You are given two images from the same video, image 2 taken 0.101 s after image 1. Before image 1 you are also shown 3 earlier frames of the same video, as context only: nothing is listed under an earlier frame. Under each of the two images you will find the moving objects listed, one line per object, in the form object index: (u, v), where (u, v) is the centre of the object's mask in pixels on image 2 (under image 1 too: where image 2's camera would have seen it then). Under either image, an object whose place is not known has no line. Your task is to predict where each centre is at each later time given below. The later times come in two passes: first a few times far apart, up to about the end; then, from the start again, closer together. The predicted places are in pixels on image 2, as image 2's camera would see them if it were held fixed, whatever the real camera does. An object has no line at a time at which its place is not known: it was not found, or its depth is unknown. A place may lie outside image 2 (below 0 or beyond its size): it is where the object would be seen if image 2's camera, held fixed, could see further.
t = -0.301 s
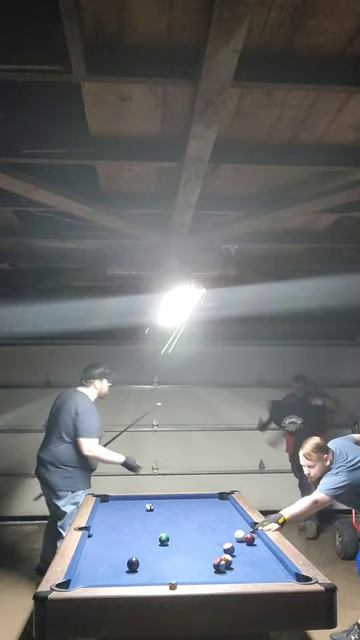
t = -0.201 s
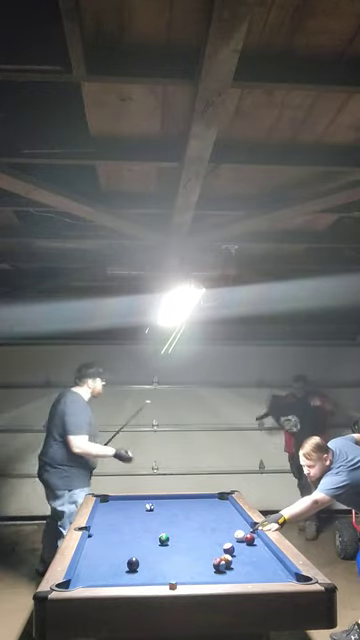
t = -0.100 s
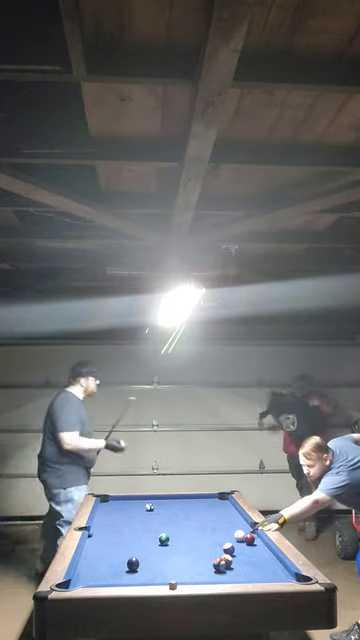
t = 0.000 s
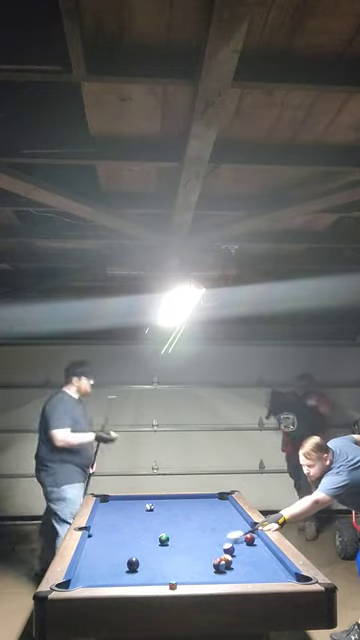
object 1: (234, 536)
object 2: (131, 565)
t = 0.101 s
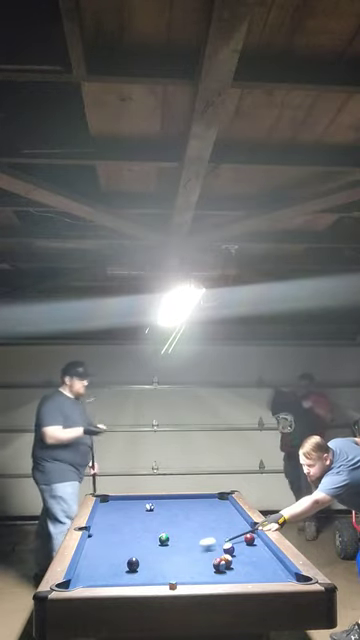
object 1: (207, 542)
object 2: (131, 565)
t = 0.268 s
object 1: (165, 553)
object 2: (131, 565)
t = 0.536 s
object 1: (128, 560)
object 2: (96, 577)
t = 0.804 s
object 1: (102, 562)
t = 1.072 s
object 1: (87, 563)
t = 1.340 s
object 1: (97, 564)
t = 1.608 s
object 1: (105, 564)
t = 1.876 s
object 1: (112, 563)
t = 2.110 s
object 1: (117, 563)
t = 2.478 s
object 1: (122, 562)
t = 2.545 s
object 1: (123, 562)
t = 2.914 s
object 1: (126, 561)
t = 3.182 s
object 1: (127, 560)
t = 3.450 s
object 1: (127, 560)
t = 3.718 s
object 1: (127, 560)
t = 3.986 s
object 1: (127, 560)
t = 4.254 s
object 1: (127, 560)
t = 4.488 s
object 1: (127, 560)
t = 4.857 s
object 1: (127, 560)
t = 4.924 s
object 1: (127, 560)
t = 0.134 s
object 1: (199, 545)
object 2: (131, 565)
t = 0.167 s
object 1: (190, 547)
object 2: (131, 565)
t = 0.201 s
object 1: (182, 549)
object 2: (131, 565)
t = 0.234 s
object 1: (173, 551)
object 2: (131, 565)
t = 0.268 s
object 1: (165, 553)
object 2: (131, 565)
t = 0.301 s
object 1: (156, 555)
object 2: (131, 565)
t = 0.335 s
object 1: (147, 557)
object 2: (131, 565)
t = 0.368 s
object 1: (140, 560)
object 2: (128, 566)
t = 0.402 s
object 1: (139, 559)
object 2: (121, 568)
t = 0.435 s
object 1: (136, 560)
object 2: (114, 571)
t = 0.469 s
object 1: (134, 560)
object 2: (108, 573)
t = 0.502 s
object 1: (131, 559)
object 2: (102, 575)
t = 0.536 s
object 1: (128, 560)
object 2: (96, 577)
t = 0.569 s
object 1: (125, 560)
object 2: (91, 578)
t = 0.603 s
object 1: (121, 560)
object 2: (85, 580)
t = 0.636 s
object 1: (118, 560)
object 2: (79, 581)
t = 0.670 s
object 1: (115, 561)
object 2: (72, 585)
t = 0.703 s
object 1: (112, 561)
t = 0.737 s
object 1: (108, 561)
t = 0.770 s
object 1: (105, 561)
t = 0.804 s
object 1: (102, 562)
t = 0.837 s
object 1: (99, 562)
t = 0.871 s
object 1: (96, 562)
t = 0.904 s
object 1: (93, 562)
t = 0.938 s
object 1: (90, 563)
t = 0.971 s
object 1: (87, 563)
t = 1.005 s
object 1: (84, 563)
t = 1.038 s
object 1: (85, 563)
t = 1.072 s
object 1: (87, 563)
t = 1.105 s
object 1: (88, 564)
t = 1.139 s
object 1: (89, 564)
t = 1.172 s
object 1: (90, 563)
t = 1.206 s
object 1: (92, 563)
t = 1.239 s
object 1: (93, 564)
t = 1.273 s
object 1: (94, 564)
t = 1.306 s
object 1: (95, 564)
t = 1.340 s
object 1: (97, 564)
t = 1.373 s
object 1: (98, 563)
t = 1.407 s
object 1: (99, 564)
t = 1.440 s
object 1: (100, 564)
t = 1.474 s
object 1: (101, 564)
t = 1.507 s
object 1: (102, 564)
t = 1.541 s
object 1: (103, 564)
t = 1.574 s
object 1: (104, 564)
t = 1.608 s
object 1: (105, 564)
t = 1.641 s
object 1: (106, 564)
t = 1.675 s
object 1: (107, 564)
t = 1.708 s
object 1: (108, 563)
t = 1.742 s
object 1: (109, 563)
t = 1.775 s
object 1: (110, 563)
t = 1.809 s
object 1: (111, 563)
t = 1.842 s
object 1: (111, 563)
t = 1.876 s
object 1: (112, 563)
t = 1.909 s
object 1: (113, 563)
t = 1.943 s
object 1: (114, 563)
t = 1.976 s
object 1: (114, 563)
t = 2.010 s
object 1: (115, 563)
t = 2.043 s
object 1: (116, 563)
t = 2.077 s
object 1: (116, 563)
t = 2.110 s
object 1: (117, 563)
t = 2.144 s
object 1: (117, 563)
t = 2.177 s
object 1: (118, 563)
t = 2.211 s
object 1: (118, 563)
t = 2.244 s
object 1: (119, 563)
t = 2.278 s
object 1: (119, 563)
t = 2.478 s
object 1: (122, 562)
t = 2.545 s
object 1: (123, 562)
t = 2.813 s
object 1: (125, 561)
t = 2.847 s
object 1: (126, 561)
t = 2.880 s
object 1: (126, 561)
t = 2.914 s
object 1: (126, 561)
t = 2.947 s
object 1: (126, 561)
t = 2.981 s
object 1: (126, 561)
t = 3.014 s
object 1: (126, 561)
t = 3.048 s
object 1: (127, 561)
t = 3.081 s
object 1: (127, 560)
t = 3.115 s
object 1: (127, 560)
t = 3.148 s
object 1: (127, 560)
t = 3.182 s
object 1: (127, 560)
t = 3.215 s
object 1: (127, 560)
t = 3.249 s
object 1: (127, 560)
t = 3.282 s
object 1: (127, 560)
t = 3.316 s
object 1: (127, 560)
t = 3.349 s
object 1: (127, 560)
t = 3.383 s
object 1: (127, 560)
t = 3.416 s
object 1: (127, 560)
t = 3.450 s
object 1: (127, 560)
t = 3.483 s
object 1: (127, 560)
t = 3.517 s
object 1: (127, 560)
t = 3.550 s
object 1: (127, 560)
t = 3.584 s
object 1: (127, 560)
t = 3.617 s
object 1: (127, 560)
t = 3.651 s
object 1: (127, 560)
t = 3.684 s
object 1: (127, 560)
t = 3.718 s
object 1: (127, 560)
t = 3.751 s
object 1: (127, 560)
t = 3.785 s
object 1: (127, 560)
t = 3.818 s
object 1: (127, 560)
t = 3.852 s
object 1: (127, 560)
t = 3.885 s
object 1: (127, 560)
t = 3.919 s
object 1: (127, 560)
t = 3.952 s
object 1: (127, 560)
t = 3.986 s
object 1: (127, 560)
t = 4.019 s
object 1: (127, 560)
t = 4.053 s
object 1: (127, 560)
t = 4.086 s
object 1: (127, 560)
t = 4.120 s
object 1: (127, 560)
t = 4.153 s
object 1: (127, 560)
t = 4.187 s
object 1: (127, 560)
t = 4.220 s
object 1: (127, 560)
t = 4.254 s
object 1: (127, 560)
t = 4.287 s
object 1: (127, 560)
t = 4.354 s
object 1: (127, 560)
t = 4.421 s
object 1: (127, 560)
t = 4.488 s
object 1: (127, 560)
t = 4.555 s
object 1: (127, 560)
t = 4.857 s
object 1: (127, 560)
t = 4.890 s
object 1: (127, 560)
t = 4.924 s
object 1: (127, 560)
